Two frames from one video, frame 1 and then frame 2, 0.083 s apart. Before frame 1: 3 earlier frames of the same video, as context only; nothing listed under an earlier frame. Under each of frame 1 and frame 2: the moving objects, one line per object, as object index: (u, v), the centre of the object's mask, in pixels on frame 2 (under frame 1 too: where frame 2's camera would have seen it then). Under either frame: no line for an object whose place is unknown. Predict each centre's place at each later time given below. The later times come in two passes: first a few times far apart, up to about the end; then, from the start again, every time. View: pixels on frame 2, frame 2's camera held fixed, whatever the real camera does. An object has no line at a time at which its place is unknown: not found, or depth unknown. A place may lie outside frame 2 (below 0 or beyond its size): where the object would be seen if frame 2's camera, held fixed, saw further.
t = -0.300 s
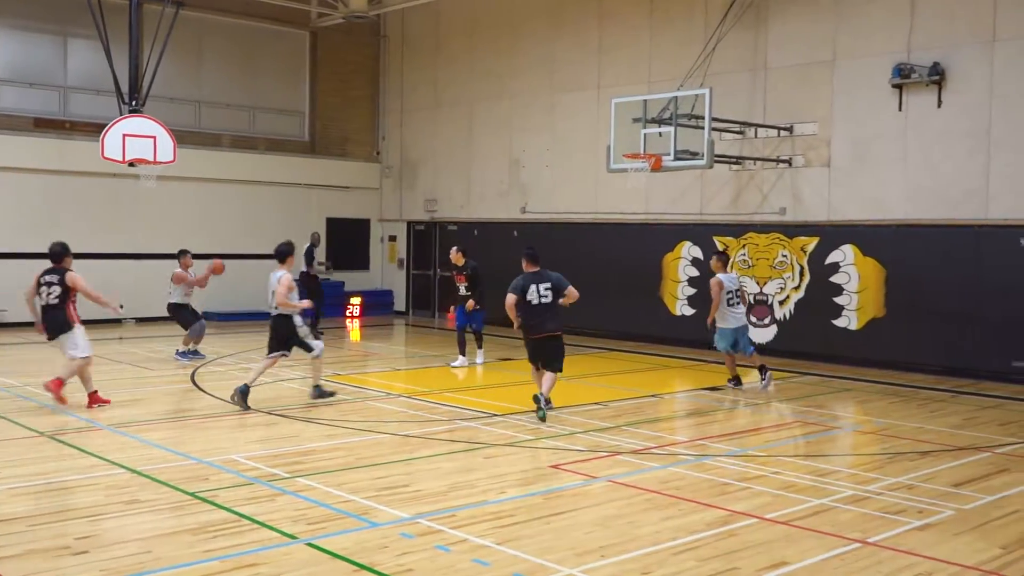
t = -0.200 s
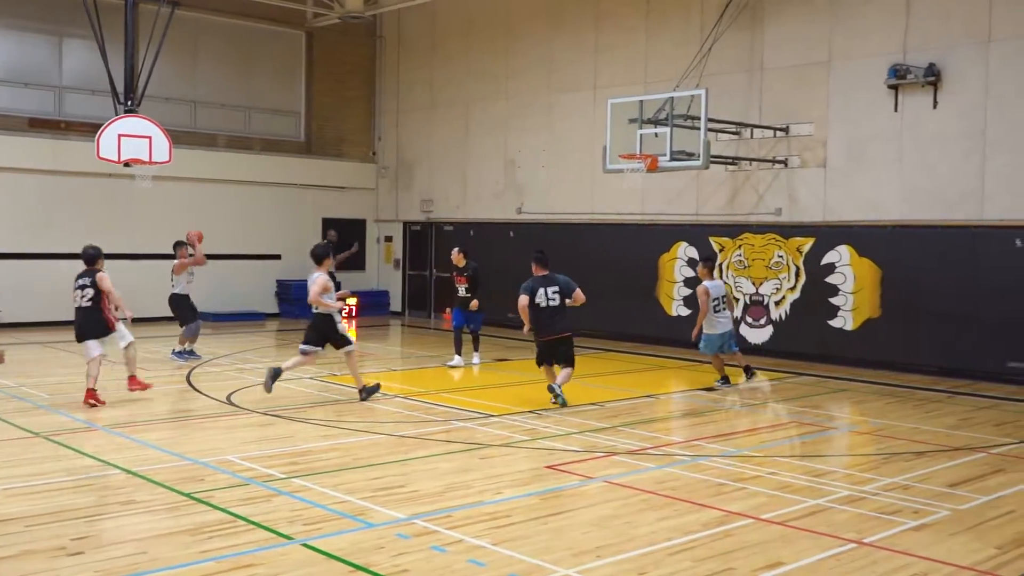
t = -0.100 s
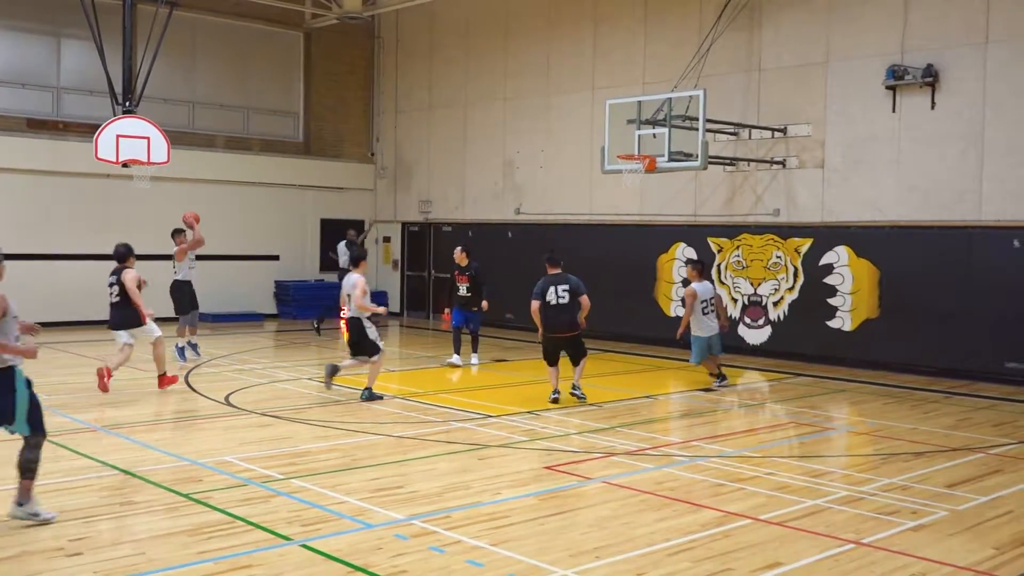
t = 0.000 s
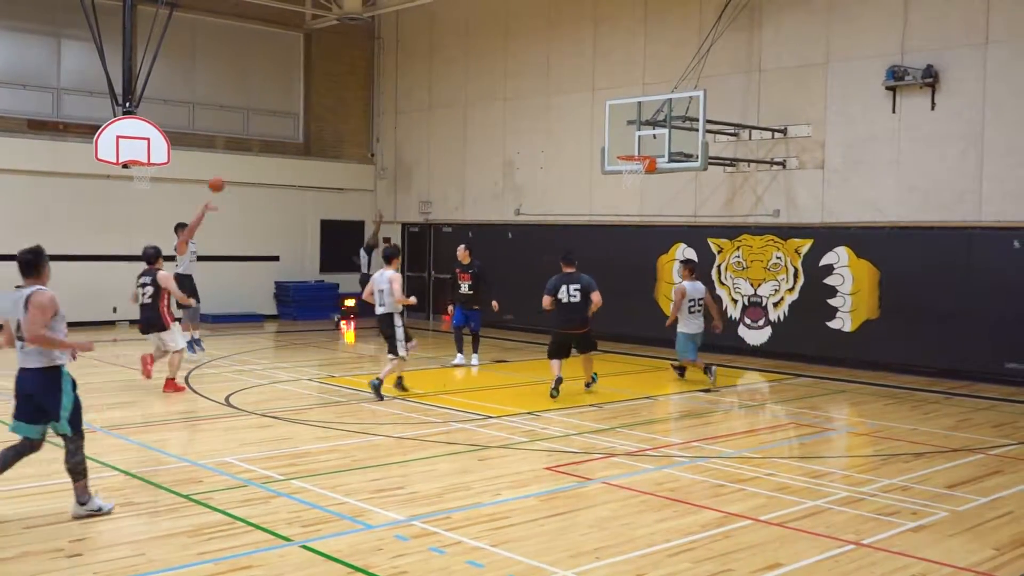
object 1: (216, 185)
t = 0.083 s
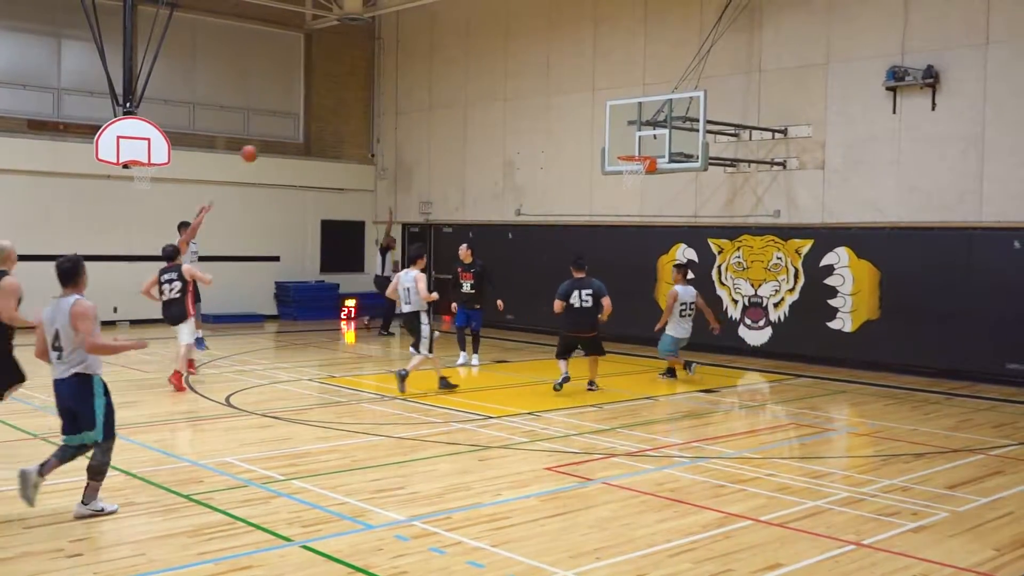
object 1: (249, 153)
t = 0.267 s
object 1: (320, 102)
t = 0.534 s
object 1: (424, 69)
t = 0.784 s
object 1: (518, 83)
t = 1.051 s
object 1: (617, 145)
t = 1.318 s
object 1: (626, 133)
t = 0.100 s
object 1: (255, 147)
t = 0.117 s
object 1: (263, 143)
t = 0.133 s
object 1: (271, 136)
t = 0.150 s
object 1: (275, 132)
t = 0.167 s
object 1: (281, 128)
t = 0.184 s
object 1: (288, 123)
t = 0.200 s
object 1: (295, 118)
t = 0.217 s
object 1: (301, 113)
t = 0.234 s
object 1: (308, 110)
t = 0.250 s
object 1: (314, 107)
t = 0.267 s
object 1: (320, 102)
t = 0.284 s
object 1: (327, 98)
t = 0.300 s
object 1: (334, 94)
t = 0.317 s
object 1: (340, 91)
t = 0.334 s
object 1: (347, 88)
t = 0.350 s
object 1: (354, 86)
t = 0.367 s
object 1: (360, 83)
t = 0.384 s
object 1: (365, 81)
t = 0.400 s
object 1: (372, 79)
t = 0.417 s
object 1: (379, 78)
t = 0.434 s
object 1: (385, 76)
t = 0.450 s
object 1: (392, 75)
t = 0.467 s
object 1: (398, 73)
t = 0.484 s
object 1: (405, 72)
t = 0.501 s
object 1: (412, 71)
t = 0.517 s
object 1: (417, 70)
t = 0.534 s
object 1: (424, 69)
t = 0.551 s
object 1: (430, 69)
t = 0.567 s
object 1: (436, 69)
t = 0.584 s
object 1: (443, 68)
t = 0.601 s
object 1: (449, 68)
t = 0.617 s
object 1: (455, 69)
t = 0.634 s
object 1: (461, 69)
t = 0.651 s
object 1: (468, 70)
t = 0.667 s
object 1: (474, 71)
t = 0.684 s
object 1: (481, 72)
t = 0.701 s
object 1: (487, 73)
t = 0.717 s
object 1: (493, 75)
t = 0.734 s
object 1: (500, 77)
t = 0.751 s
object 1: (505, 79)
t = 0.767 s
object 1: (512, 81)
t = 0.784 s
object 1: (518, 83)
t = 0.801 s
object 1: (525, 85)
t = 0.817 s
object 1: (531, 88)
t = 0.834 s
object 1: (537, 91)
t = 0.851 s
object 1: (543, 95)
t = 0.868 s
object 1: (550, 98)
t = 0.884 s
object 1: (556, 101)
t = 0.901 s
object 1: (562, 104)
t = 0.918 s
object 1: (569, 108)
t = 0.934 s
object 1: (575, 113)
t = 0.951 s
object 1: (581, 117)
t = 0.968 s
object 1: (587, 121)
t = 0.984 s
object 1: (593, 125)
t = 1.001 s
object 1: (599, 130)
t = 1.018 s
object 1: (606, 135)
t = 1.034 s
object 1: (611, 140)
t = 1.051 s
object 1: (617, 145)
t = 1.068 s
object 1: (624, 150)
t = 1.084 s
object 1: (624, 149)
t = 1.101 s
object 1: (624, 147)
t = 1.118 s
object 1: (624, 145)
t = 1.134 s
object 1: (625, 143)
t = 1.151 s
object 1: (625, 140)
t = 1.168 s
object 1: (625, 138)
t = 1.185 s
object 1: (625, 138)
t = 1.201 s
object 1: (625, 136)
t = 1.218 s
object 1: (625, 136)
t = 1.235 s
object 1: (625, 135)
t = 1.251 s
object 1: (625, 134)
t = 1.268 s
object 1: (625, 134)
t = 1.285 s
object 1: (626, 133)
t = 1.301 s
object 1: (626, 133)
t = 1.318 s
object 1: (626, 133)
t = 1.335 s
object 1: (626, 134)
